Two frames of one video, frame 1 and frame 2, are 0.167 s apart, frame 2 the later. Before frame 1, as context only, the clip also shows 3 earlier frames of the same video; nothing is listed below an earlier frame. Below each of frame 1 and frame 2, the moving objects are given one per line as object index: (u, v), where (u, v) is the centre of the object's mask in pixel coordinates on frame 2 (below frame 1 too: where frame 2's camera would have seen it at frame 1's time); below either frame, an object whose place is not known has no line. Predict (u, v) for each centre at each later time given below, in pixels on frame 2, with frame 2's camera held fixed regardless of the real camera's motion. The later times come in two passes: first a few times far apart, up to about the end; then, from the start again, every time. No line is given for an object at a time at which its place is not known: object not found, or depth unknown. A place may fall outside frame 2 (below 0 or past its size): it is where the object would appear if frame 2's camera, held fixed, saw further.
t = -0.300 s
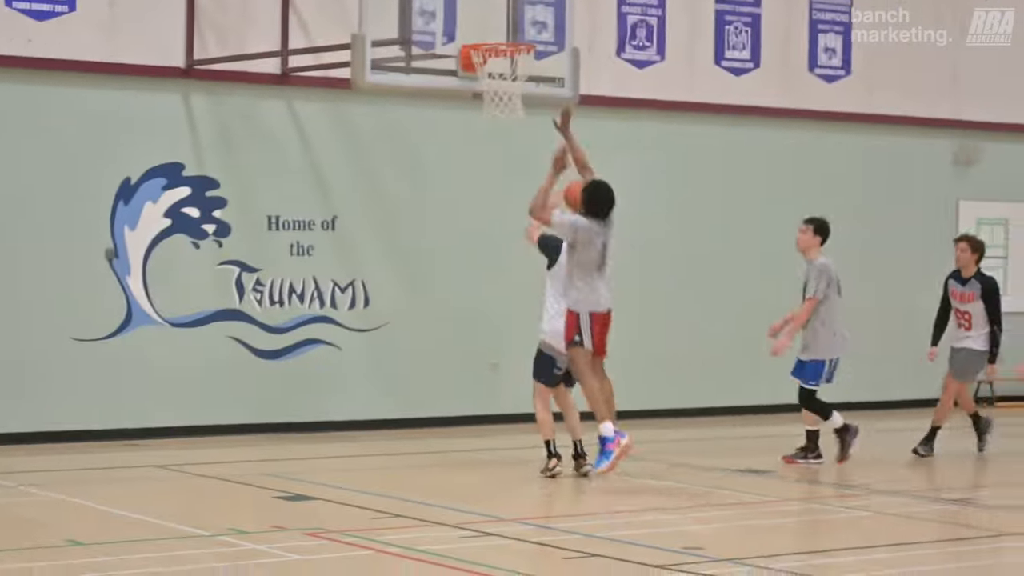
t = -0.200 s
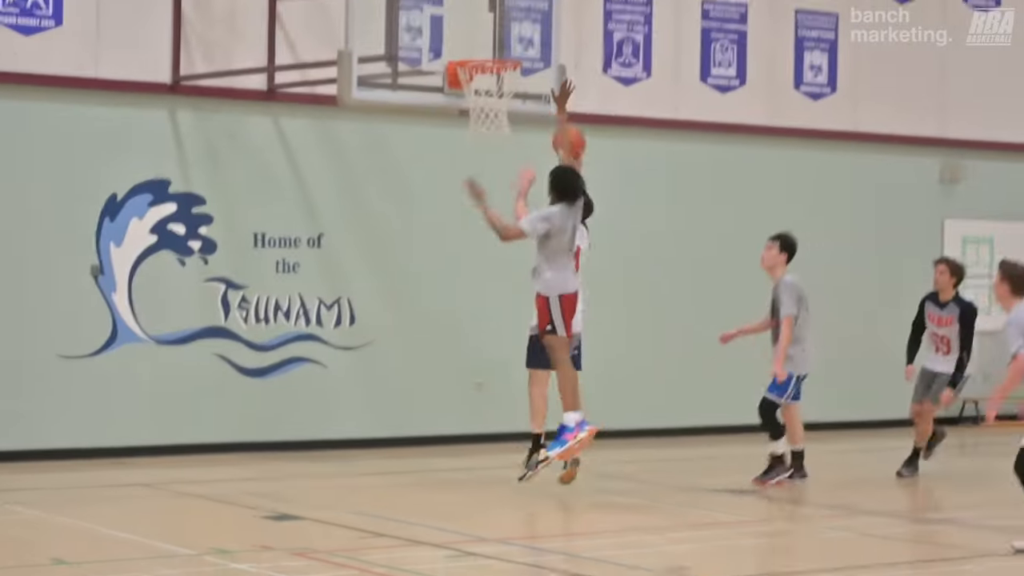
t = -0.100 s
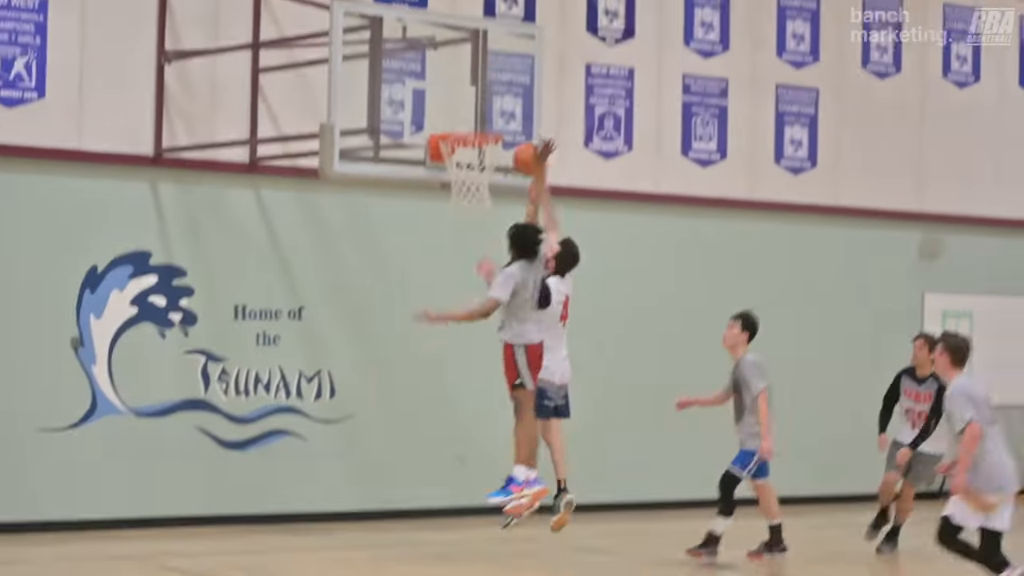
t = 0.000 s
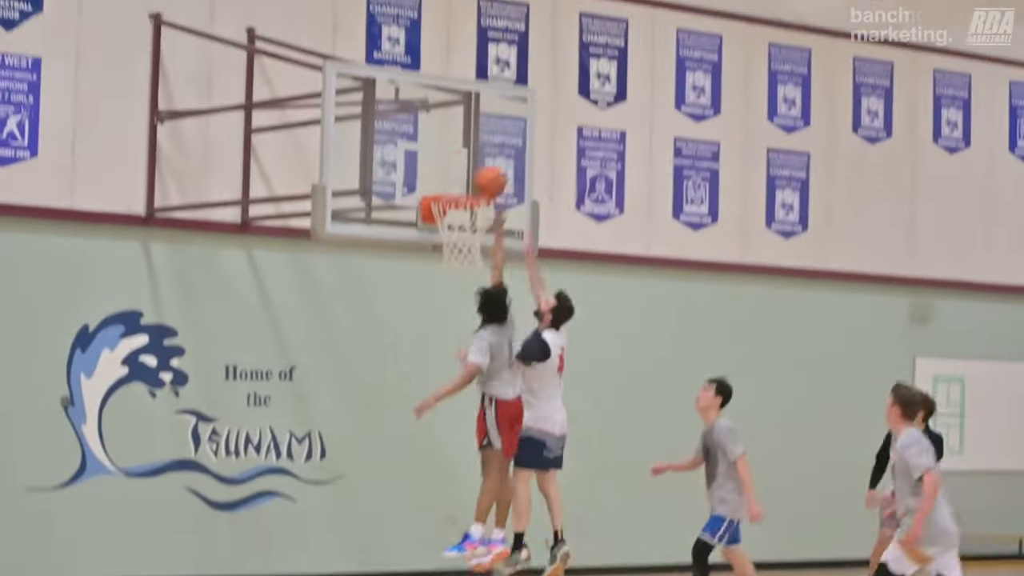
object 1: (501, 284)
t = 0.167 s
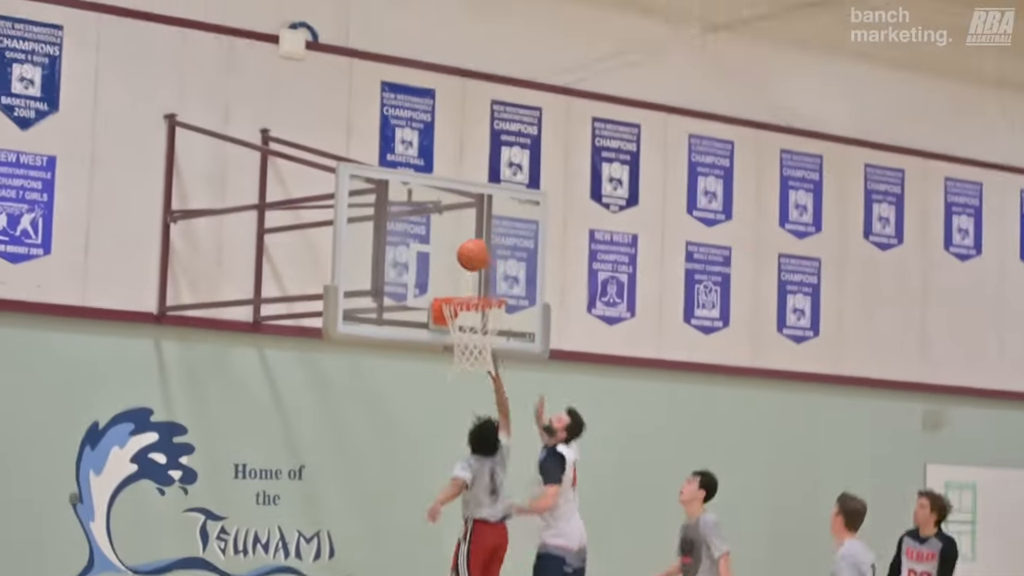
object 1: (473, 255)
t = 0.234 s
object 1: (473, 256)
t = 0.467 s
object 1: (475, 282)
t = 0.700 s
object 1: (473, 282)
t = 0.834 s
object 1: (456, 287)
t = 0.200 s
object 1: (473, 255)
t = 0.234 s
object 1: (473, 256)
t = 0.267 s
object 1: (472, 259)
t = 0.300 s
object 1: (472, 263)
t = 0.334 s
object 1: (471, 268)
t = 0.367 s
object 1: (470, 276)
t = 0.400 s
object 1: (470, 284)
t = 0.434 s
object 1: (472, 283)
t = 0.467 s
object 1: (475, 282)
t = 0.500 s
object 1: (478, 282)
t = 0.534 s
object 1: (481, 284)
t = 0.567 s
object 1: (484, 286)
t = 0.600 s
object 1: (484, 287)
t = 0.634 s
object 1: (480, 284)
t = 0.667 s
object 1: (476, 283)
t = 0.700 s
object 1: (473, 282)
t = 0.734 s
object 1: (468, 282)
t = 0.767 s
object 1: (463, 283)
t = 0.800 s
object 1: (458, 285)
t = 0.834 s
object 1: (456, 287)
